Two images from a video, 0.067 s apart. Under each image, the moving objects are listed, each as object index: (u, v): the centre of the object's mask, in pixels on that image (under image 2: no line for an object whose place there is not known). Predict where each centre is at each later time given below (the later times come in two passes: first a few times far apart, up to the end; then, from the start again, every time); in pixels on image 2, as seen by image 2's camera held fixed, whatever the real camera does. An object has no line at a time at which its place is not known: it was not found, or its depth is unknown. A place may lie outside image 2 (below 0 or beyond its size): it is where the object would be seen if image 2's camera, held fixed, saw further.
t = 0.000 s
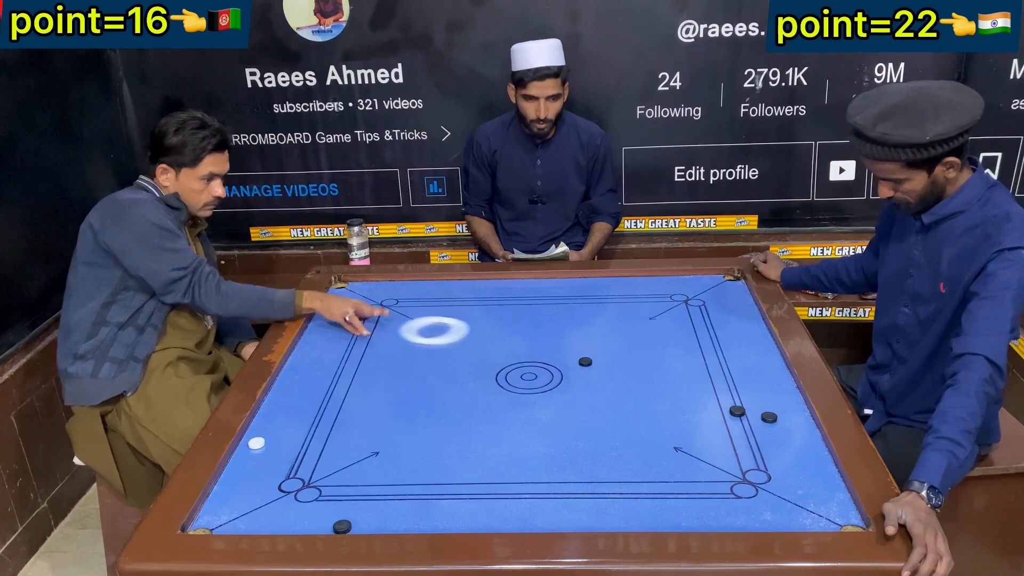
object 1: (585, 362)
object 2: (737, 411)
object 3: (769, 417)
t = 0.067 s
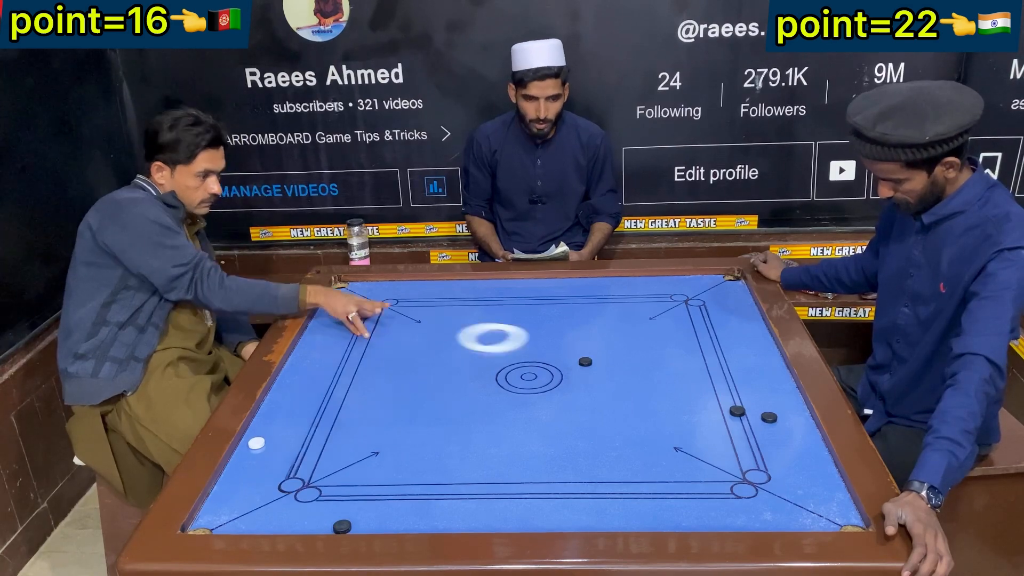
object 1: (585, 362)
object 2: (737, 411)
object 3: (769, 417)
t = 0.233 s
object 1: (616, 386)
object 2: (737, 411)
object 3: (769, 417)
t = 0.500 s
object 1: (734, 477)
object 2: (737, 411)
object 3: (769, 417)
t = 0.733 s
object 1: (822, 497)
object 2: (737, 411)
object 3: (769, 417)
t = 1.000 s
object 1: (779, 425)
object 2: (737, 411)
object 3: (769, 417)
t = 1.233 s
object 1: (767, 422)
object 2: (737, 411)
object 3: (726, 375)
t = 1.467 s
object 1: (755, 419)
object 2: (737, 411)
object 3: (689, 341)
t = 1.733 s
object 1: (745, 418)
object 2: (734, 409)
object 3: (653, 309)
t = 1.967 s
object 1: (748, 434)
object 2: (779, 415)
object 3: (627, 286)
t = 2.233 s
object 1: (755, 460)
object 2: (781, 421)
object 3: (610, 287)
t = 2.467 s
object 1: (760, 480)
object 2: (747, 425)
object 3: (601, 301)
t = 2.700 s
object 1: (764, 497)
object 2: (715, 428)
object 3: (591, 314)
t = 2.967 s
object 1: (768, 514)
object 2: (685, 431)
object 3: (581, 329)
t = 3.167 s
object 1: (771, 524)
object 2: (666, 433)
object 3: (573, 339)
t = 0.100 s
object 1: (585, 362)
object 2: (737, 411)
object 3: (769, 417)
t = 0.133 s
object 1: (585, 362)
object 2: (737, 411)
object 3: (769, 417)
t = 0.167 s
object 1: (591, 367)
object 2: (737, 411)
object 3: (769, 417)
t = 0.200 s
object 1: (603, 376)
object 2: (737, 411)
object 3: (769, 417)
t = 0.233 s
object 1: (616, 386)
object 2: (737, 411)
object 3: (769, 417)
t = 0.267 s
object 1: (629, 396)
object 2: (737, 411)
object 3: (769, 417)
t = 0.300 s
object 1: (642, 407)
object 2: (737, 411)
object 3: (769, 417)
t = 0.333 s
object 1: (655, 417)
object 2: (737, 411)
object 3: (769, 417)
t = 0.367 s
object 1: (669, 428)
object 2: (737, 411)
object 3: (769, 417)
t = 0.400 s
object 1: (685, 440)
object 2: (737, 411)
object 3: (769, 417)
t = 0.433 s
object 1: (701, 452)
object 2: (737, 411)
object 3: (769, 417)
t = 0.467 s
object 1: (717, 465)
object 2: (737, 411)
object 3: (769, 417)
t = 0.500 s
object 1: (734, 477)
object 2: (737, 411)
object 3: (769, 417)
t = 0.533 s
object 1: (751, 492)
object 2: (737, 411)
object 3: (769, 417)
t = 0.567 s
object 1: (769, 505)
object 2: (737, 411)
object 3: (769, 417)
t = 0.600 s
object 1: (788, 520)
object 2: (737, 411)
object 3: (769, 417)
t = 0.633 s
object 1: (805, 529)
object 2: (737, 411)
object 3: (769, 417)
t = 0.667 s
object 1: (812, 521)
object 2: (737, 411)
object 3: (769, 417)
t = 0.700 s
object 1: (817, 509)
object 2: (737, 411)
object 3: (769, 417)
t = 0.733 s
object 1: (822, 497)
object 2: (737, 411)
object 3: (769, 417)
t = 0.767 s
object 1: (827, 486)
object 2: (737, 411)
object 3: (769, 417)
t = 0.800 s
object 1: (831, 475)
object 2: (737, 411)
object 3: (769, 417)
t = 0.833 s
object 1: (823, 466)
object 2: (737, 411)
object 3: (769, 417)
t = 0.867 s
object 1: (814, 457)
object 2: (737, 411)
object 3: (769, 417)
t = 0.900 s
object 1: (804, 449)
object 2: (737, 411)
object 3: (769, 417)
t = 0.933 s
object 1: (795, 441)
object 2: (737, 411)
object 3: (769, 417)
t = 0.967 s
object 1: (786, 433)
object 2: (737, 411)
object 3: (769, 417)
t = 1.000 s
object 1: (779, 425)
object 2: (737, 411)
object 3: (769, 417)
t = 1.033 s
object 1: (776, 425)
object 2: (737, 411)
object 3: (763, 411)
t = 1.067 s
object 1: (775, 424)
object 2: (737, 411)
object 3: (756, 404)
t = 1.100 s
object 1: (773, 424)
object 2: (737, 411)
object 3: (750, 398)
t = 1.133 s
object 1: (772, 423)
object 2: (737, 411)
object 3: (744, 392)
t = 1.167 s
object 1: (770, 423)
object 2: (737, 411)
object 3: (738, 386)
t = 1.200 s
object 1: (769, 423)
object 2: (737, 411)
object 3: (732, 380)
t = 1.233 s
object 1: (767, 422)
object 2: (737, 411)
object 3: (726, 375)
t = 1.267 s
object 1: (765, 422)
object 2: (737, 411)
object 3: (720, 370)
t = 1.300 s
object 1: (764, 421)
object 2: (737, 411)
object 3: (715, 364)
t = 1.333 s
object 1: (762, 421)
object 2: (737, 411)
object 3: (709, 359)
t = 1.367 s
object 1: (760, 420)
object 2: (737, 411)
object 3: (704, 354)
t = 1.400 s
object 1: (758, 420)
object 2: (737, 411)
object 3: (699, 350)
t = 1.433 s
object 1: (757, 420)
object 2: (737, 411)
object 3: (694, 345)
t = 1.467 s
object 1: (755, 419)
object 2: (737, 411)
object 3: (689, 341)
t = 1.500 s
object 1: (753, 419)
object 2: (737, 411)
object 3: (684, 336)
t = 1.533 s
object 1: (751, 418)
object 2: (737, 411)
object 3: (679, 332)
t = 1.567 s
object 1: (750, 418)
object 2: (737, 411)
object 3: (675, 328)
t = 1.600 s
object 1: (748, 418)
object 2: (736, 410)
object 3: (670, 324)
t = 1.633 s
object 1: (748, 418)
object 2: (736, 410)
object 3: (666, 320)
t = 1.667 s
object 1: (747, 418)
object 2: (735, 410)
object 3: (661, 316)
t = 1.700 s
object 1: (746, 418)
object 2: (734, 409)
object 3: (657, 312)
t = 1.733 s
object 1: (745, 418)
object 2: (734, 409)
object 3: (653, 309)
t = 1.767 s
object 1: (744, 419)
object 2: (734, 409)
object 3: (649, 305)
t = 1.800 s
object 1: (744, 419)
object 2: (735, 409)
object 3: (645, 302)
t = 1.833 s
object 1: (744, 421)
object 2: (744, 411)
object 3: (641, 298)
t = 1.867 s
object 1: (745, 424)
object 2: (753, 412)
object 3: (637, 295)
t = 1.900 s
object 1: (746, 427)
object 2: (762, 413)
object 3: (634, 292)
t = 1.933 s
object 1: (747, 431)
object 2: (770, 414)
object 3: (630, 289)
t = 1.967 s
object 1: (748, 434)
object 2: (779, 415)
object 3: (627, 286)
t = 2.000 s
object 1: (749, 437)
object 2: (787, 416)
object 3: (623, 283)
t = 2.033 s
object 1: (750, 441)
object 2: (795, 417)
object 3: (620, 280)
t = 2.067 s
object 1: (751, 444)
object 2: (804, 418)
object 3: (617, 278)
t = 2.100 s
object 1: (752, 447)
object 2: (801, 418)
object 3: (615, 279)
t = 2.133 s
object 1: (753, 451)
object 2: (796, 419)
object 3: (614, 281)
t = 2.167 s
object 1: (754, 454)
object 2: (791, 420)
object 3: (612, 283)
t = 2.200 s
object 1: (755, 457)
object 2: (786, 420)
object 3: (611, 285)
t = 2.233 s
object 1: (755, 460)
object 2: (781, 421)
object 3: (610, 287)
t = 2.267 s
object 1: (756, 463)
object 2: (776, 421)
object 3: (608, 289)
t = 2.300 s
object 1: (757, 466)
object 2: (771, 422)
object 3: (607, 291)
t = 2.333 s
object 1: (758, 468)
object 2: (766, 423)
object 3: (606, 293)
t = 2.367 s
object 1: (758, 471)
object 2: (761, 423)
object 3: (604, 295)
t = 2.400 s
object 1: (759, 474)
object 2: (756, 424)
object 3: (603, 297)
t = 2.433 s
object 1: (760, 477)
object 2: (751, 424)
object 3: (602, 299)
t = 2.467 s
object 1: (760, 480)
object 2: (747, 425)
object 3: (601, 301)
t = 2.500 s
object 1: (761, 482)
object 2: (742, 425)
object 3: (599, 303)
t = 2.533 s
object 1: (761, 485)
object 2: (737, 426)
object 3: (598, 305)
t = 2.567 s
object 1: (762, 488)
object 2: (732, 426)
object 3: (597, 307)
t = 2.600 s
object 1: (762, 490)
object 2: (728, 427)
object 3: (595, 309)
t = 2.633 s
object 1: (763, 493)
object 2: (724, 427)
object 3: (594, 310)
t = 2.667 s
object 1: (763, 495)
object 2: (719, 427)
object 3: (593, 312)
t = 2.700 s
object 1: (764, 497)
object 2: (715, 428)
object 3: (591, 314)
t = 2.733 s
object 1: (765, 500)
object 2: (711, 428)
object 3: (590, 316)
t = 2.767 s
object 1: (765, 502)
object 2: (707, 429)
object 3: (589, 318)
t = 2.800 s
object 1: (766, 504)
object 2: (703, 429)
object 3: (587, 320)
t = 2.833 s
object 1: (766, 506)
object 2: (699, 430)
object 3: (586, 322)
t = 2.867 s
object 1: (767, 508)
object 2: (696, 430)
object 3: (585, 323)
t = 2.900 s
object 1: (767, 510)
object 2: (692, 430)
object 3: (583, 325)
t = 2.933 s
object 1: (768, 512)
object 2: (689, 431)
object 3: (582, 327)
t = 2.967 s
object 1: (768, 514)
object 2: (685, 431)
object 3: (581, 329)
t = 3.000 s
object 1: (769, 516)
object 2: (682, 431)
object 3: (579, 331)
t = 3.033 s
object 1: (769, 518)
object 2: (678, 432)
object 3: (578, 332)
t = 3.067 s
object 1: (770, 519)
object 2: (675, 432)
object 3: (577, 334)
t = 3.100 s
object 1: (770, 521)
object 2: (672, 432)
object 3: (575, 336)
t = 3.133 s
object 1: (771, 522)
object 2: (669, 432)
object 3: (574, 338)
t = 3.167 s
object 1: (771, 524)
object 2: (666, 433)
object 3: (573, 339)
